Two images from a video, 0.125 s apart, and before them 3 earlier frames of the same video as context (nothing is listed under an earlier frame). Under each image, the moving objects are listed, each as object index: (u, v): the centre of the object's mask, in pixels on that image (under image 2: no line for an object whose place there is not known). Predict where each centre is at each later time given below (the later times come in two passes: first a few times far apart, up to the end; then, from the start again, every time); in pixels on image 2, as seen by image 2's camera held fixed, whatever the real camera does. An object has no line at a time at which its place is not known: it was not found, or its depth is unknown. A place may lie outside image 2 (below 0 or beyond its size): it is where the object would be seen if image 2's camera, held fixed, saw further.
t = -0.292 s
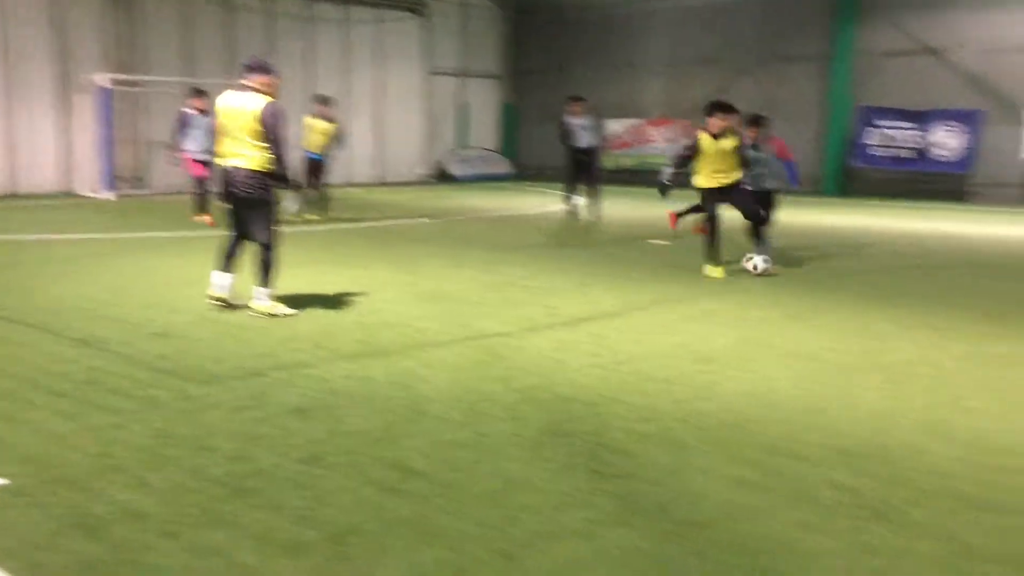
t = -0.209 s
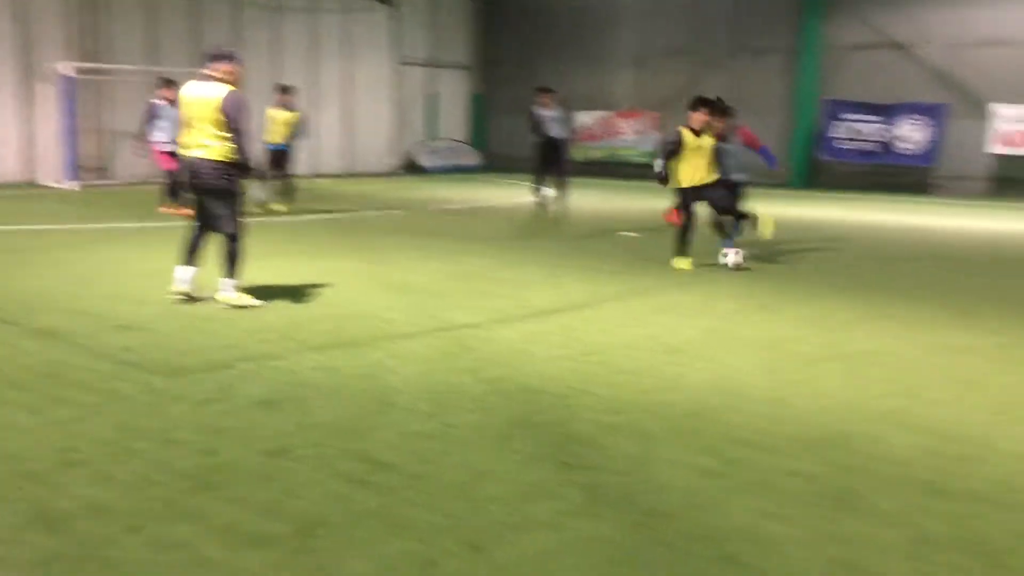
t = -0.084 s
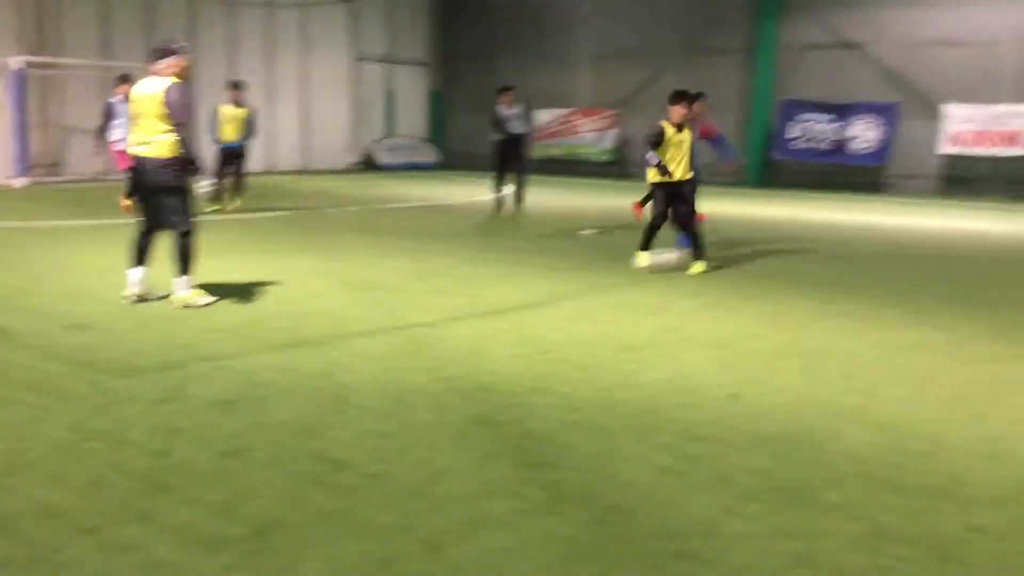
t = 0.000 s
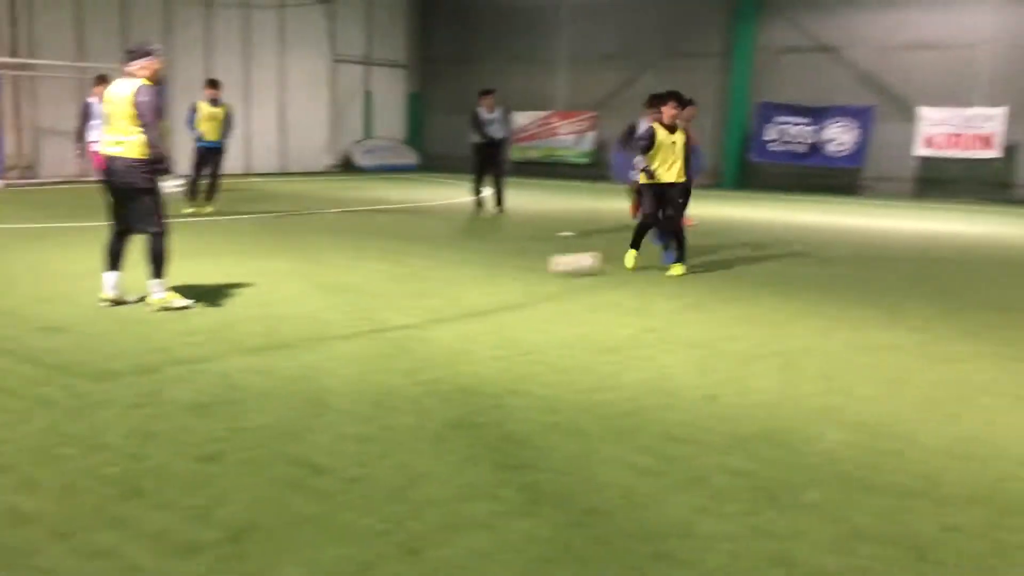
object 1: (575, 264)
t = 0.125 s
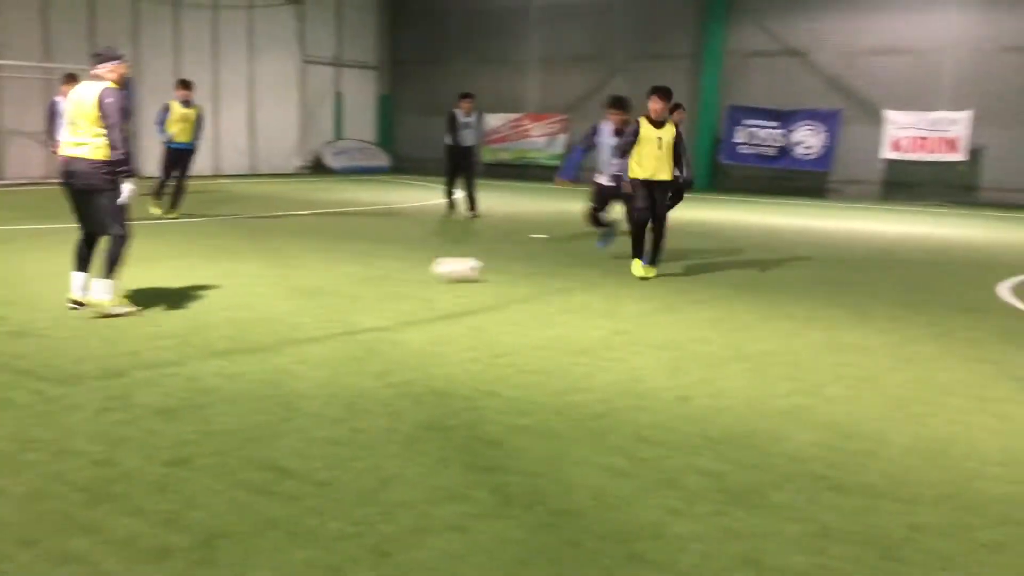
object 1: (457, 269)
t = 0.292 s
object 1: (342, 275)
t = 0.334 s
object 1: (309, 276)
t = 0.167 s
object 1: (427, 271)
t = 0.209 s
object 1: (398, 272)
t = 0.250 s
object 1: (369, 273)
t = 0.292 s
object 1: (342, 275)
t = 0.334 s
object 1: (309, 276)
